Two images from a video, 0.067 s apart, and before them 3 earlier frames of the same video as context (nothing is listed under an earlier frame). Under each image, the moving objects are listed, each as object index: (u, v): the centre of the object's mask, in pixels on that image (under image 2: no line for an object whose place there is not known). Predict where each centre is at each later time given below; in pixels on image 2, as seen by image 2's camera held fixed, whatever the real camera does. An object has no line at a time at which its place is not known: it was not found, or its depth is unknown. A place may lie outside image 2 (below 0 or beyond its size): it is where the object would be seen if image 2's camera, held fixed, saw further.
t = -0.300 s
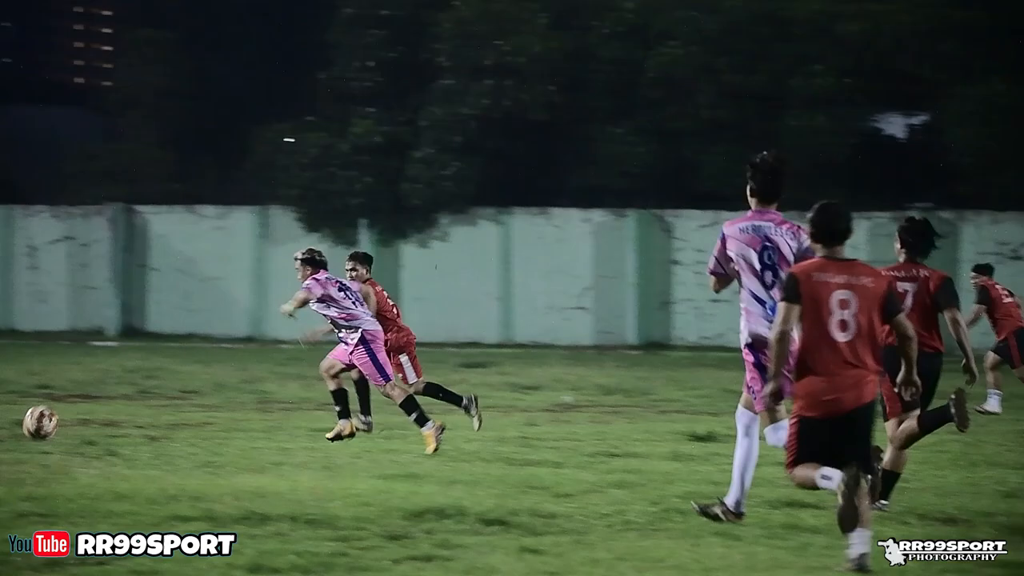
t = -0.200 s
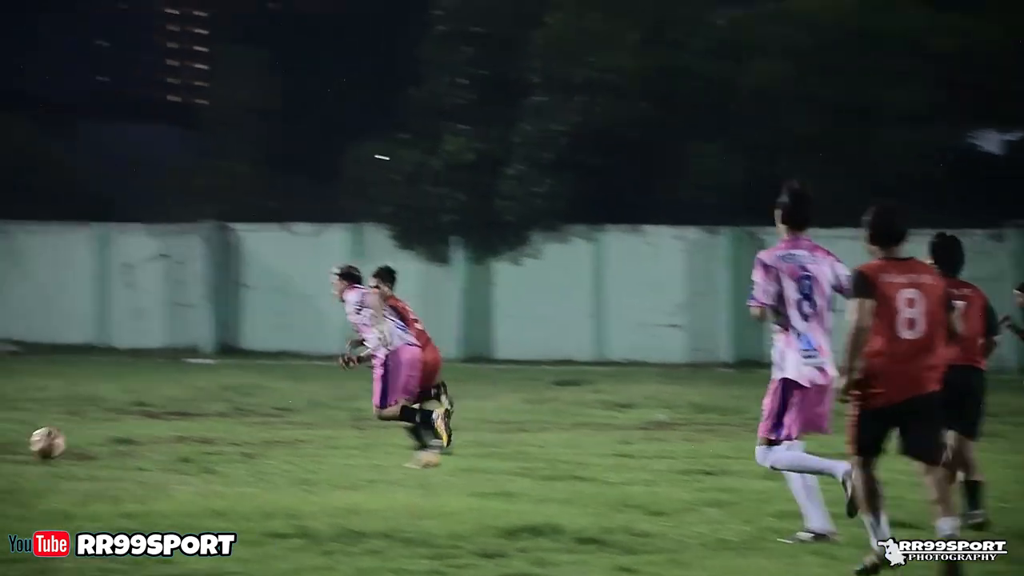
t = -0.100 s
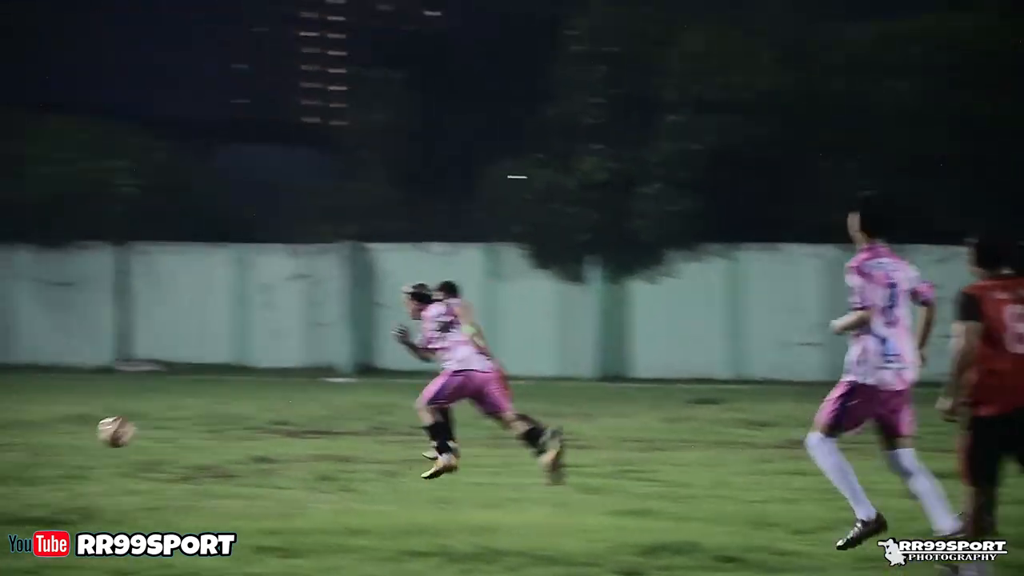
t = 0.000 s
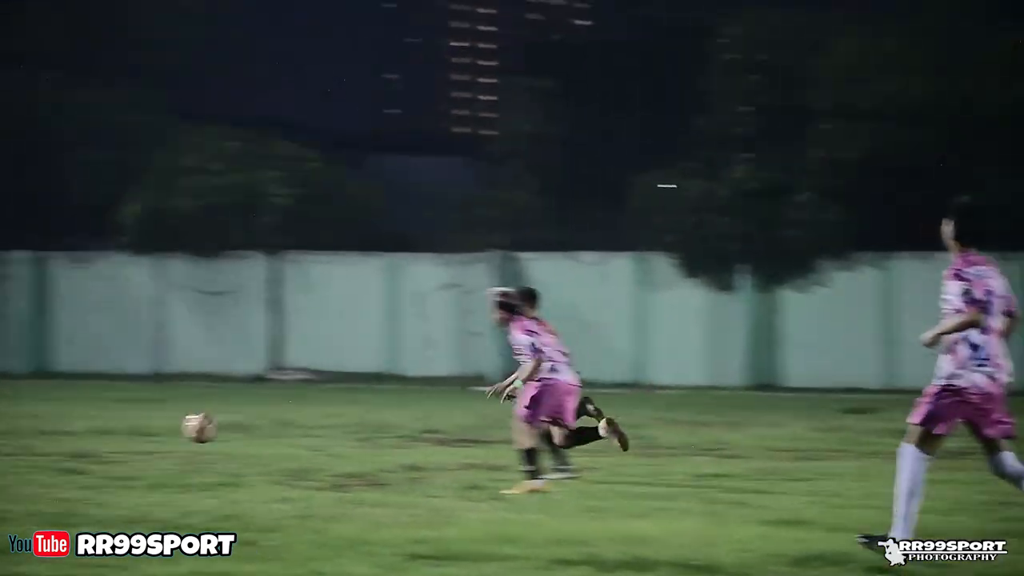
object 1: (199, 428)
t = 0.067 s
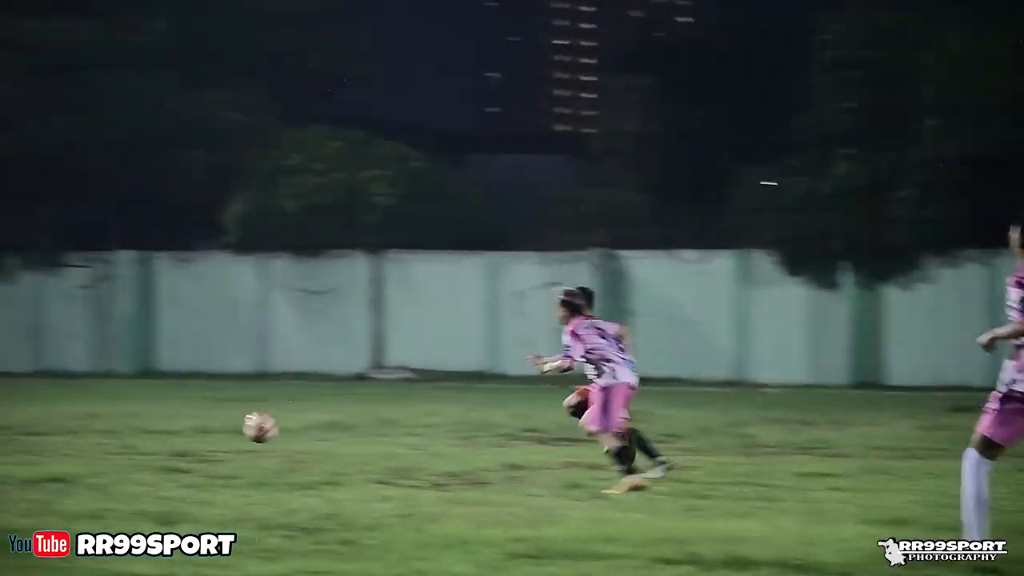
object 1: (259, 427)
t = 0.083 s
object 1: (249, 428)
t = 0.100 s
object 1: (240, 431)
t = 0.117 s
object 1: (232, 433)
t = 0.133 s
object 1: (223, 435)
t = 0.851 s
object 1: (-123, 438)
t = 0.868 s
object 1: (-131, 437)
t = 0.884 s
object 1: (-140, 437)
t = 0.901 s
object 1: (-148, 437)
